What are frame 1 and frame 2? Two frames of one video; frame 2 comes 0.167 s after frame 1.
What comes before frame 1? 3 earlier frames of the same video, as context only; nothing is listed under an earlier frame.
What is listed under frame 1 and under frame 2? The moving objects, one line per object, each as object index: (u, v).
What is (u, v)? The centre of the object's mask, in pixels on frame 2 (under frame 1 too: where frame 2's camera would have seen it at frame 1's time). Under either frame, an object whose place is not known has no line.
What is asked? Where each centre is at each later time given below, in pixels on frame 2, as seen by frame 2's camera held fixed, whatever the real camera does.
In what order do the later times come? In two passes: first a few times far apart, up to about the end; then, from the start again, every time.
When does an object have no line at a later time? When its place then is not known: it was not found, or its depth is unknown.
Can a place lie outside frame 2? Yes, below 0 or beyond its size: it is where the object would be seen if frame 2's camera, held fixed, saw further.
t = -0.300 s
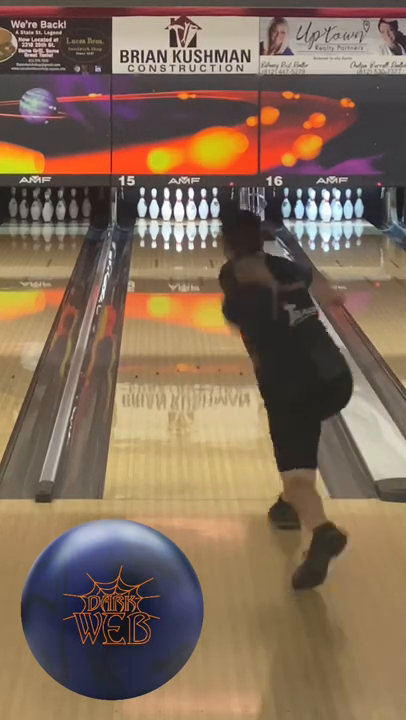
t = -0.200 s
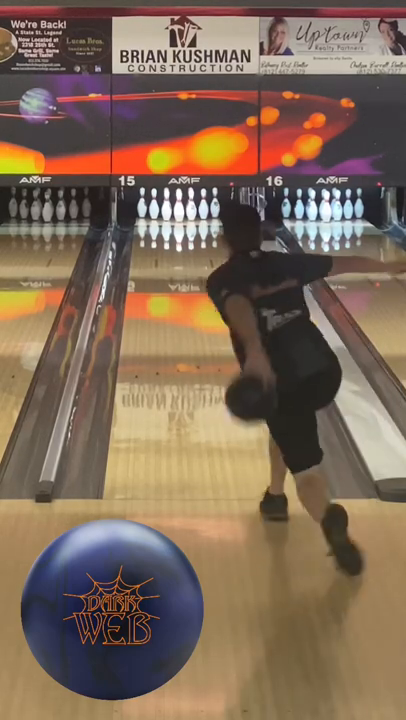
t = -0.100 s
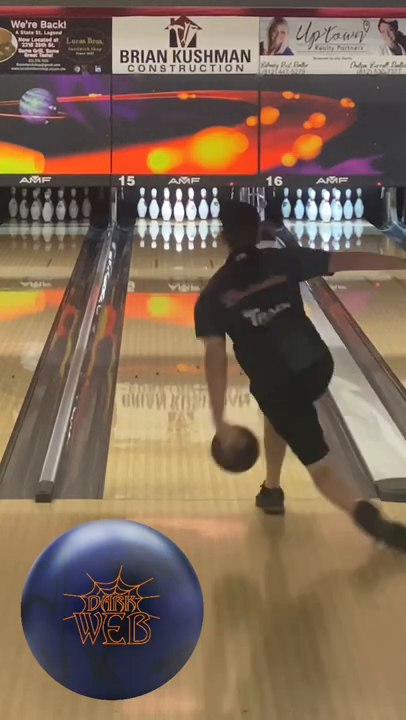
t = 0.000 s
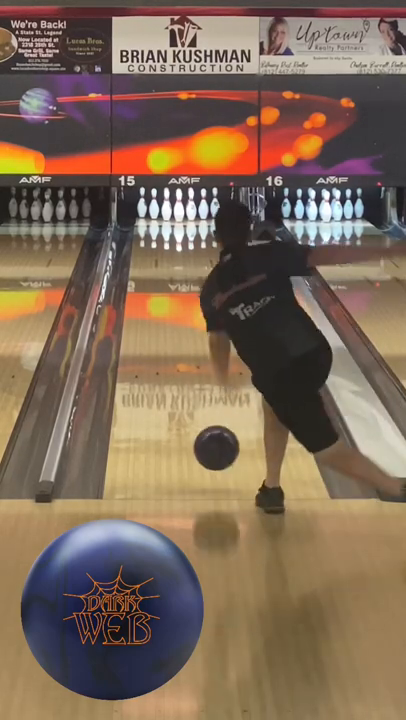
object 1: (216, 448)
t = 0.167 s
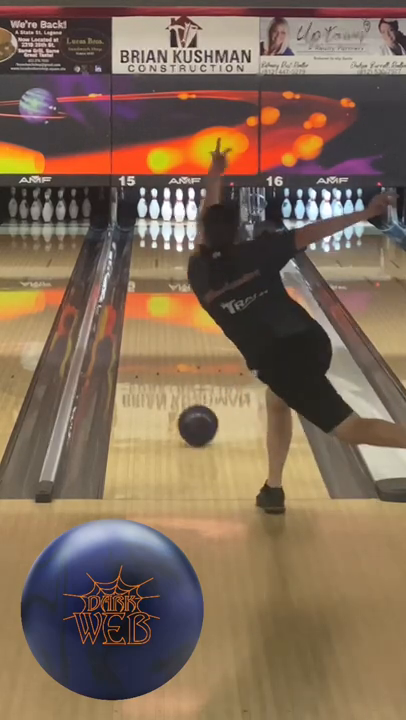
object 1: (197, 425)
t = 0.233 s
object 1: (191, 411)
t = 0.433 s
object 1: (176, 372)
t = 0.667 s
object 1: (162, 337)
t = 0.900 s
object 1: (153, 308)
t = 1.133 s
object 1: (146, 286)
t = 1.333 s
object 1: (143, 270)
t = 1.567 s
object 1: (140, 254)
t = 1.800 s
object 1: (145, 239)
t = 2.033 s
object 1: (153, 228)
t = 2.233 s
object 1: (165, 220)
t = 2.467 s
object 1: (175, 213)
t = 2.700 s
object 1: (180, 210)
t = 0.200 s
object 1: (194, 418)
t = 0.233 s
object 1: (191, 411)
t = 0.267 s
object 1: (188, 404)
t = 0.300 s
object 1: (186, 397)
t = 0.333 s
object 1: (183, 390)
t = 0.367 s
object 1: (180, 384)
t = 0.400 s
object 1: (178, 378)
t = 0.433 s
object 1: (176, 372)
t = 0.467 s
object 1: (174, 366)
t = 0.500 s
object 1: (171, 361)
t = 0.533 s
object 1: (169, 356)
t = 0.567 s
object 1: (162, 352)
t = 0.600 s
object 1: (164, 346)
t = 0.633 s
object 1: (164, 341)
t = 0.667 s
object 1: (162, 337)
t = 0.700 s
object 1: (161, 332)
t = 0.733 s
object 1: (159, 328)
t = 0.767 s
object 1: (158, 324)
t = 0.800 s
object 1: (156, 320)
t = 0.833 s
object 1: (155, 316)
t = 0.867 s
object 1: (154, 312)
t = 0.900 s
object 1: (153, 308)
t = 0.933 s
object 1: (151, 305)
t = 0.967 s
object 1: (150, 301)
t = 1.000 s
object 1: (149, 298)
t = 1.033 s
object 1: (148, 295)
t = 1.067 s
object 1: (147, 291)
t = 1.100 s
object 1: (147, 289)
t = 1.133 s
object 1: (146, 286)
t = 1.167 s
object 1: (145, 283)
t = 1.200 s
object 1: (145, 280)
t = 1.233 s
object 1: (144, 277)
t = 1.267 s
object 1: (143, 275)
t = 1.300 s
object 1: (143, 272)
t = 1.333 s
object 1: (143, 270)
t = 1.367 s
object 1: (142, 268)
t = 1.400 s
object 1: (142, 264)
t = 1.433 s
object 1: (142, 262)
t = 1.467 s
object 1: (142, 259)
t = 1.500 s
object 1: (142, 258)
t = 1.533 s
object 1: (141, 256)
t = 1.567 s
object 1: (140, 254)
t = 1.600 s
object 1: (142, 251)
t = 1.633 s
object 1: (142, 248)
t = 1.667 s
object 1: (142, 247)
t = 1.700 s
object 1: (143, 245)
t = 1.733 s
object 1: (143, 243)
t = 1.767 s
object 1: (144, 241)
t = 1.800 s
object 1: (145, 239)
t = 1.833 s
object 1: (145, 237)
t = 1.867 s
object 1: (146, 236)
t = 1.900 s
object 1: (147, 234)
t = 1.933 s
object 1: (149, 232)
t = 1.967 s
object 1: (150, 231)
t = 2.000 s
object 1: (151, 229)
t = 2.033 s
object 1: (153, 228)
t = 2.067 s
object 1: (154, 227)
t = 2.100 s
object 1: (156, 225)
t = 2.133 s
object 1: (159, 224)
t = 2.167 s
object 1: (161, 223)
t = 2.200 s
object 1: (163, 222)
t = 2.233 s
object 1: (165, 220)
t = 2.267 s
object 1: (167, 219)
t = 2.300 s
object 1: (168, 218)
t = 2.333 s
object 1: (171, 216)
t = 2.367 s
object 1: (172, 215)
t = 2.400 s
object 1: (174, 214)
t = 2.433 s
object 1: (174, 214)
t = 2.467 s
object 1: (175, 213)
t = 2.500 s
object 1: (176, 212)
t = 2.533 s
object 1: (176, 212)
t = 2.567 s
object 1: (176, 211)
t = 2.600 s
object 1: (177, 211)
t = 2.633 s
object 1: (177, 211)
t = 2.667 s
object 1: (179, 210)
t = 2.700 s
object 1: (180, 210)
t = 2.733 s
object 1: (181, 209)
